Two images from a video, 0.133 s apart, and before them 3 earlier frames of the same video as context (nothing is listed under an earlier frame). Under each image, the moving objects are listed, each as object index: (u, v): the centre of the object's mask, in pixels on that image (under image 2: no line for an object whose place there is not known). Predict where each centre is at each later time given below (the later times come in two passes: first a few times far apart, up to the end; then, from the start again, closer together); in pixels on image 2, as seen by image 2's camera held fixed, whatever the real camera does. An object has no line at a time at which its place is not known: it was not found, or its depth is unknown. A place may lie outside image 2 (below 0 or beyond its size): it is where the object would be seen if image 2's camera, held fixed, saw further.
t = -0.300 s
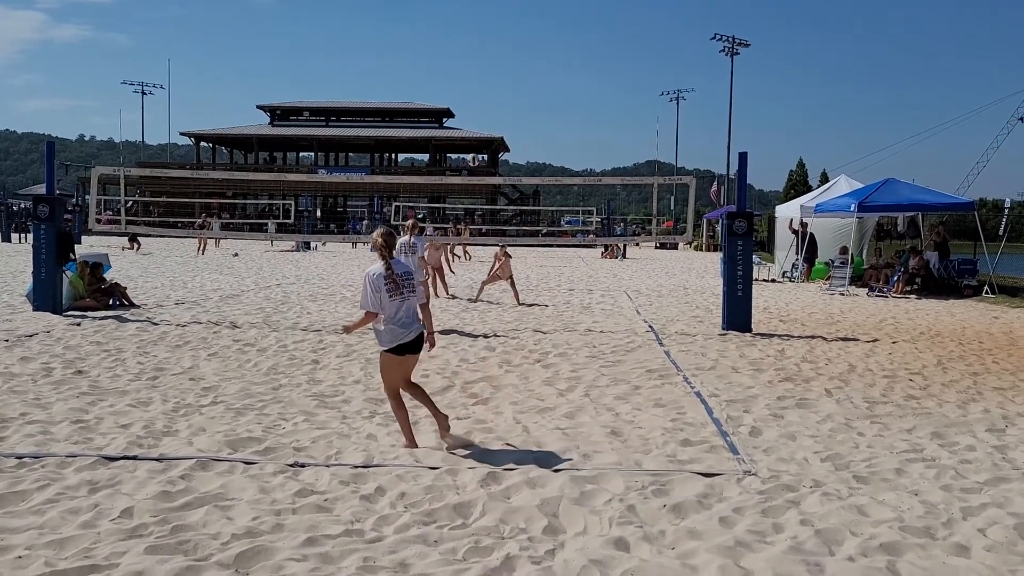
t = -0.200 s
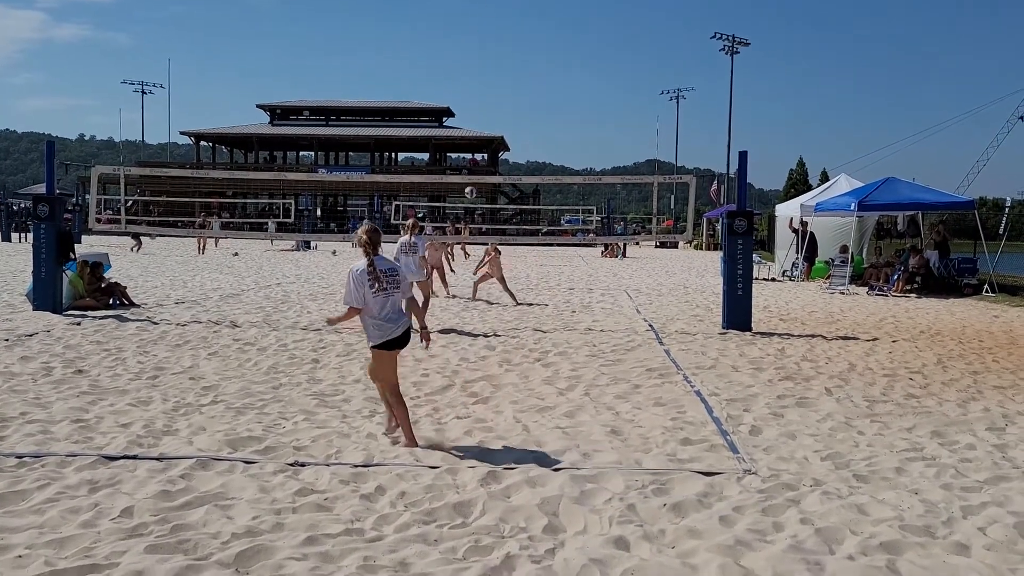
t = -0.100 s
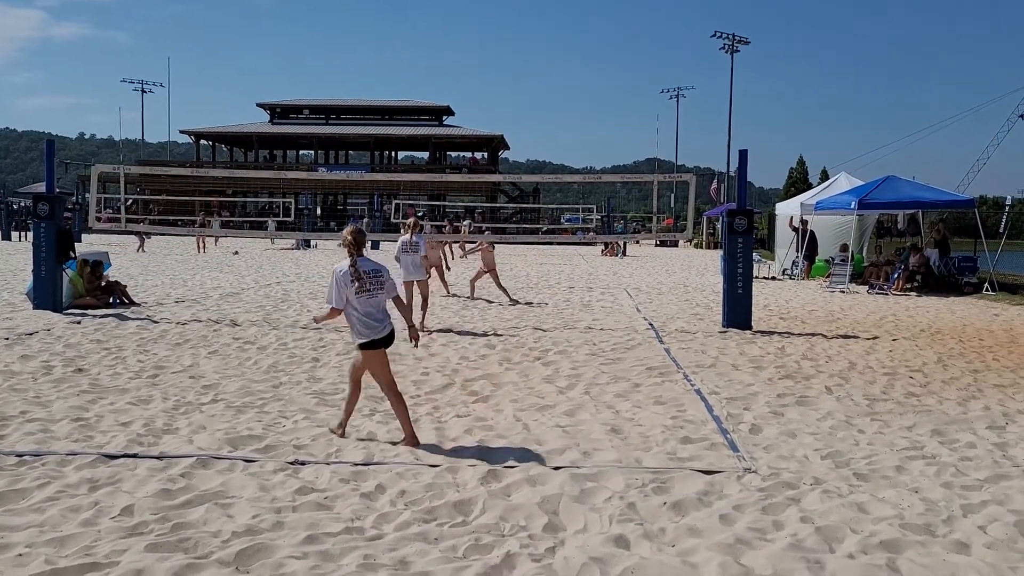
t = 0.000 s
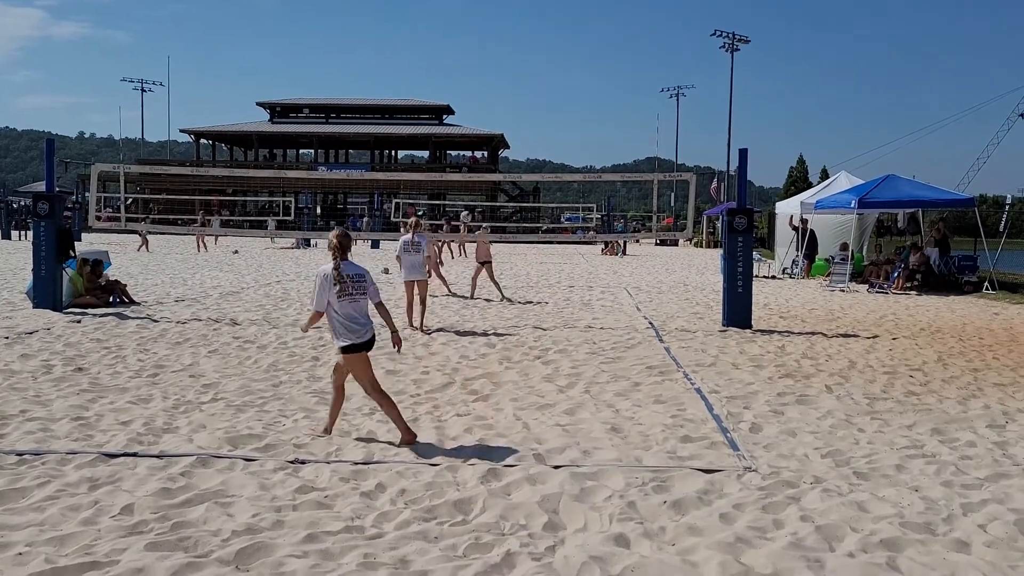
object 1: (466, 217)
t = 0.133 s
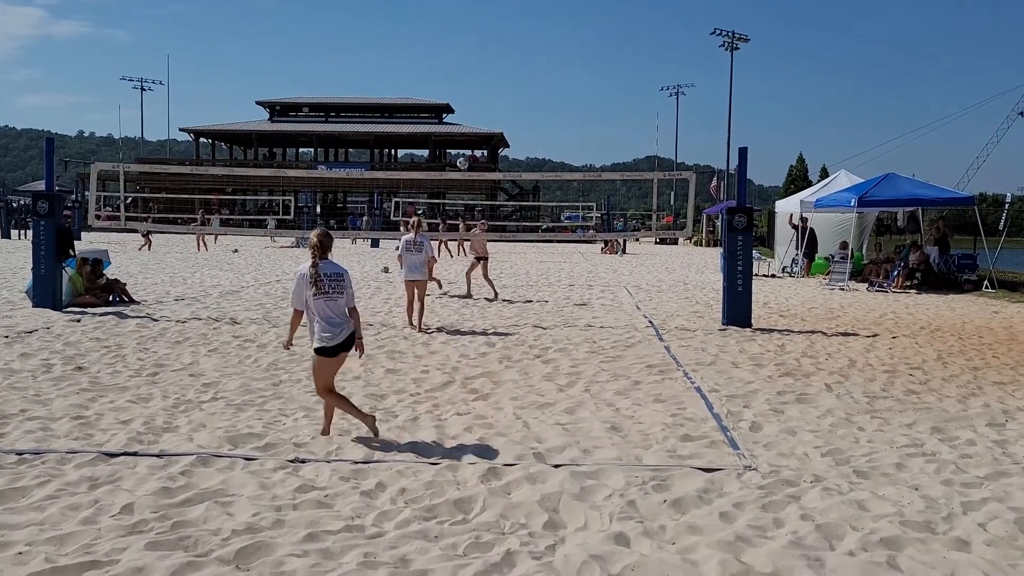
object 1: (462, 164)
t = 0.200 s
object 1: (460, 140)
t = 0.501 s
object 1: (451, 64)
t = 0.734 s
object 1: (445, 36)
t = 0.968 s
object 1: (438, 35)
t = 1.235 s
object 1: (429, 68)
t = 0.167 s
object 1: (462, 151)
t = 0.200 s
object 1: (460, 140)
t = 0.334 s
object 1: (457, 101)
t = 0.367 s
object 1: (455, 92)
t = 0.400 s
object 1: (455, 84)
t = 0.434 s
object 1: (454, 77)
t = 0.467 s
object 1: (453, 70)
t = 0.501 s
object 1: (451, 64)
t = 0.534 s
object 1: (451, 58)
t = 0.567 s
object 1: (450, 53)
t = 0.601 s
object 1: (449, 48)
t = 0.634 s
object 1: (448, 44)
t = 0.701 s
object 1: (446, 37)
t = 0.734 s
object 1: (445, 36)
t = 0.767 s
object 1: (444, 34)
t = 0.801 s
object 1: (443, 33)
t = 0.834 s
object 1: (442, 32)
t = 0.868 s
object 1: (441, 32)
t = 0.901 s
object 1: (440, 32)
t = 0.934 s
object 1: (439, 34)
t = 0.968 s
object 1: (438, 35)
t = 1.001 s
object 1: (437, 37)
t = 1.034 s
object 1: (436, 40)
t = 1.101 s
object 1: (434, 48)
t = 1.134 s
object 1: (433, 52)
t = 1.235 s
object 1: (429, 68)
